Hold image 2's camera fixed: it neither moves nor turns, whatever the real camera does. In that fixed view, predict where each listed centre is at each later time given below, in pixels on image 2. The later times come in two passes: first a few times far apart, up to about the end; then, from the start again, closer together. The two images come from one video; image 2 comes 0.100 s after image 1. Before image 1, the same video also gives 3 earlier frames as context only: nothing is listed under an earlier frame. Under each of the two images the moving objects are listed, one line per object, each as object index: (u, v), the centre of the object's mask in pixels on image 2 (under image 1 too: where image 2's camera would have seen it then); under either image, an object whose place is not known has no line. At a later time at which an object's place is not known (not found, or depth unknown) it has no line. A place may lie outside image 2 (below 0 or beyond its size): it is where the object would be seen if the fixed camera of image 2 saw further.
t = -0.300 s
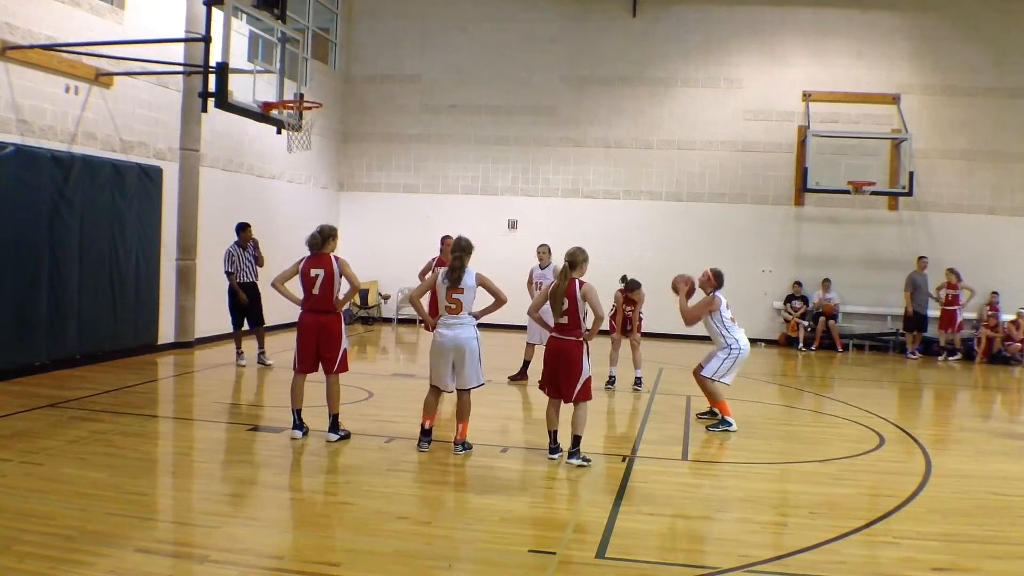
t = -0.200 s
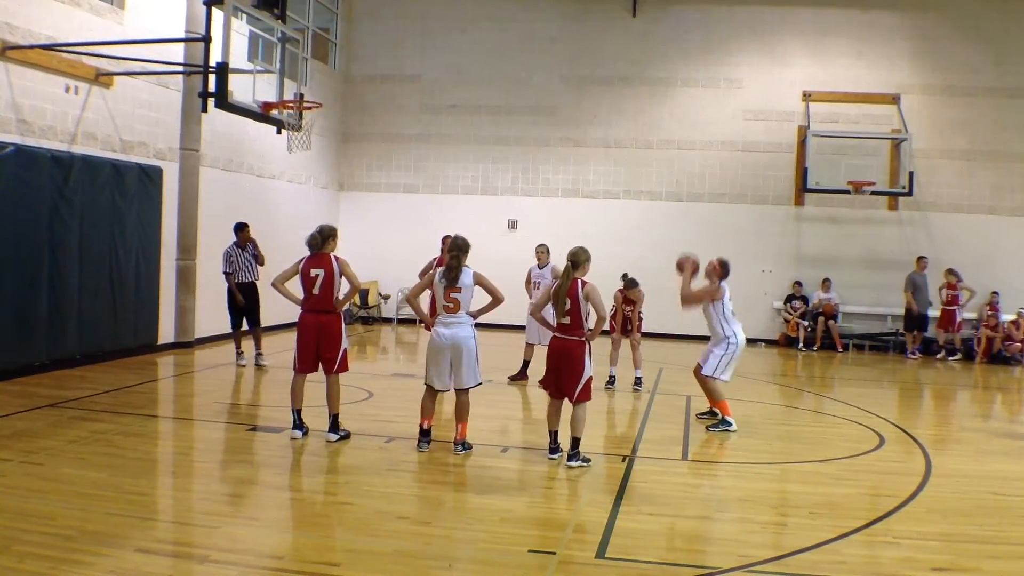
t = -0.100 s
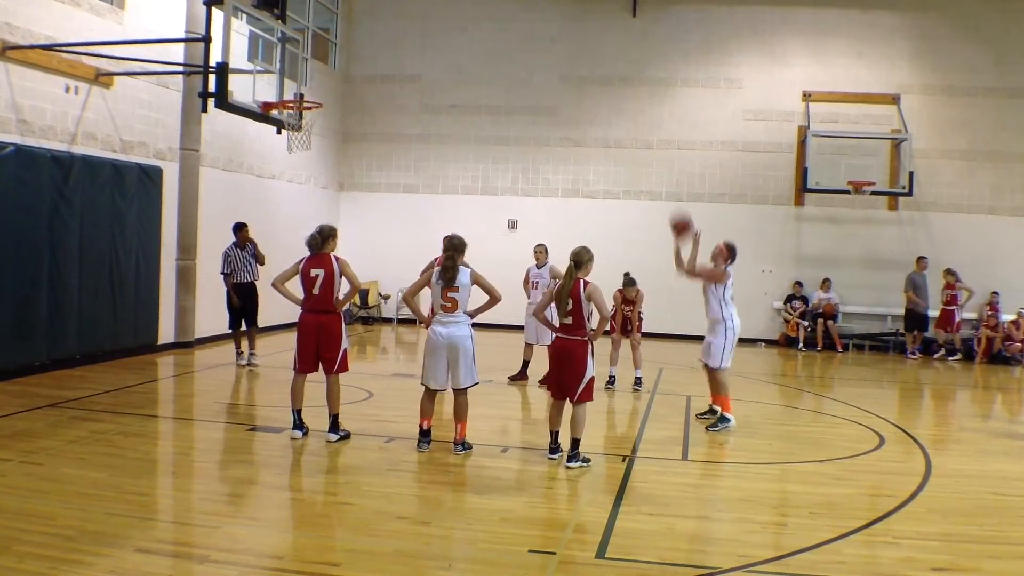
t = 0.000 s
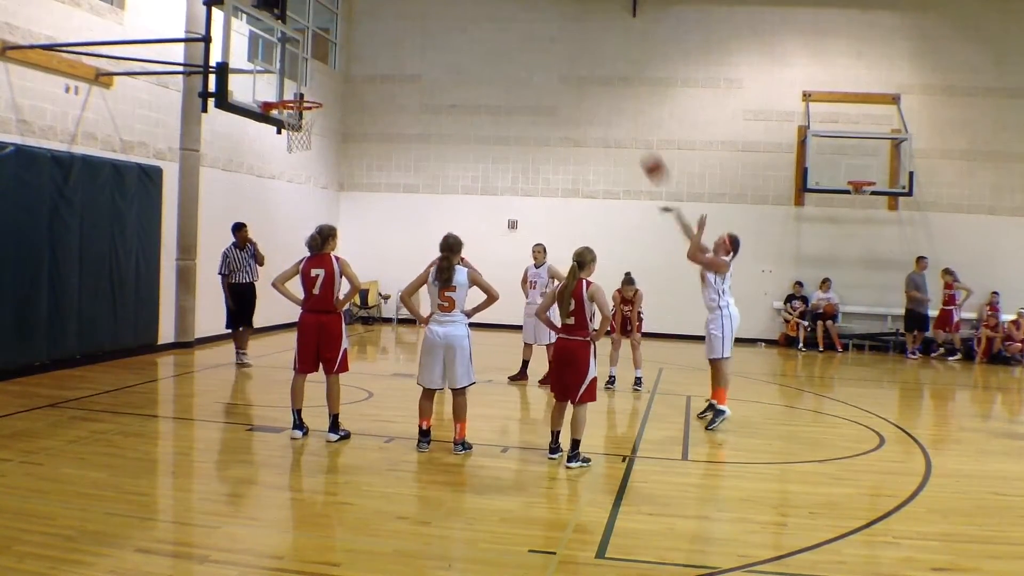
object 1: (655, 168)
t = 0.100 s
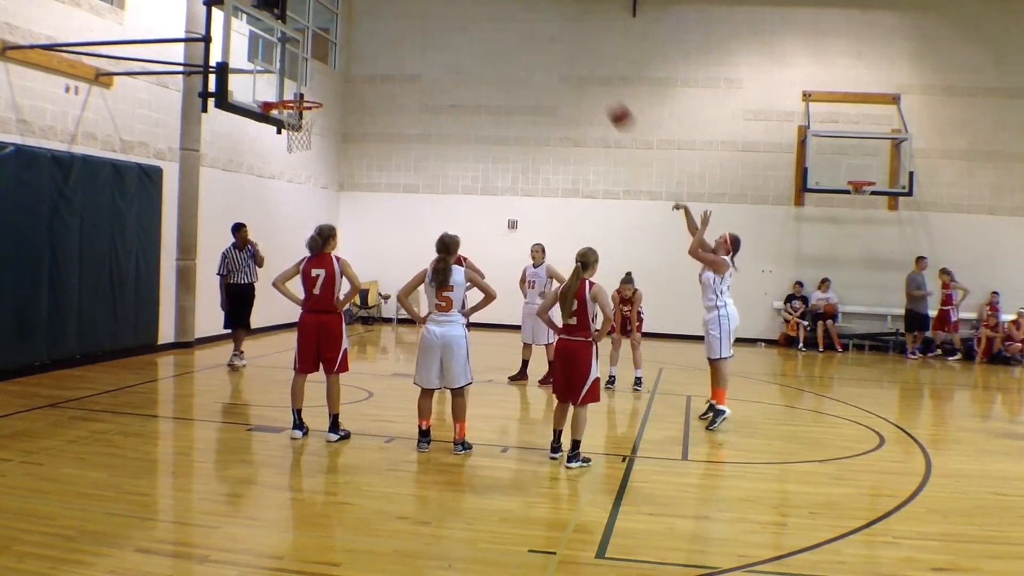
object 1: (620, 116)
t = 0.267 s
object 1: (564, 53)
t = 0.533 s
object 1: (476, 9)
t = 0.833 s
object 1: (377, 40)
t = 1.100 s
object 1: (304, 87)
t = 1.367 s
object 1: (288, 83)
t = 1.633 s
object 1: (305, 95)
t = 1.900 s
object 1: (306, 133)
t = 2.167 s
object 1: (319, 204)
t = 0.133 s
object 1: (610, 102)
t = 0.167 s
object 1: (599, 88)
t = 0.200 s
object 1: (587, 74)
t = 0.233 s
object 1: (575, 63)
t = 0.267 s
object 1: (564, 53)
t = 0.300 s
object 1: (553, 43)
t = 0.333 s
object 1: (542, 35)
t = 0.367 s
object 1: (531, 28)
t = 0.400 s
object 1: (520, 22)
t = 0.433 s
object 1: (510, 17)
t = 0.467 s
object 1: (498, 13)
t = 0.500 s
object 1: (487, 10)
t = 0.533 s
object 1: (476, 9)
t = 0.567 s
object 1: (465, 9)
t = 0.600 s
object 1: (454, 9)
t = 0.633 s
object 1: (443, 9)
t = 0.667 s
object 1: (431, 11)
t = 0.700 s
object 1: (421, 14)
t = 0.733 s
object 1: (410, 19)
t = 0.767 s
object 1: (399, 25)
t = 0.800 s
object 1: (387, 32)
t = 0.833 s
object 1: (377, 40)
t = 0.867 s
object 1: (365, 49)
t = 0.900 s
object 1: (355, 58)
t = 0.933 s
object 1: (344, 70)
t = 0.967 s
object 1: (333, 80)
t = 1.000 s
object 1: (322, 92)
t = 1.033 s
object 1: (315, 92)
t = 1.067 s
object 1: (310, 90)
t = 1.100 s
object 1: (304, 87)
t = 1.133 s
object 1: (298, 87)
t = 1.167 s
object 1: (292, 87)
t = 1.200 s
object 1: (285, 89)
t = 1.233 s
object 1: (279, 90)
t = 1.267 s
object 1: (277, 90)
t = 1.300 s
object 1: (280, 87)
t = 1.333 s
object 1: (284, 85)
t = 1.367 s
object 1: (288, 83)
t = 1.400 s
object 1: (292, 83)
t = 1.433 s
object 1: (296, 84)
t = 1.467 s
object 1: (300, 85)
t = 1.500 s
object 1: (304, 87)
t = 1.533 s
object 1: (308, 91)
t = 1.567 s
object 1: (312, 94)
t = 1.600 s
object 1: (310, 95)
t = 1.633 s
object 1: (305, 95)
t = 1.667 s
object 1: (300, 96)
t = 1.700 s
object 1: (295, 102)
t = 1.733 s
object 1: (291, 107)
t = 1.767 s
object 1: (291, 112)
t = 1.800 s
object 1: (296, 114)
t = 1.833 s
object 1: (301, 118)
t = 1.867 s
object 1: (305, 127)
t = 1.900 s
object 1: (306, 133)
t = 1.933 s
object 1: (309, 139)
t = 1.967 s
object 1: (310, 145)
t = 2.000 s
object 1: (312, 152)
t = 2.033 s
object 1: (313, 160)
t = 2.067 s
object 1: (315, 170)
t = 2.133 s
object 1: (318, 192)
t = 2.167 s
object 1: (319, 204)
